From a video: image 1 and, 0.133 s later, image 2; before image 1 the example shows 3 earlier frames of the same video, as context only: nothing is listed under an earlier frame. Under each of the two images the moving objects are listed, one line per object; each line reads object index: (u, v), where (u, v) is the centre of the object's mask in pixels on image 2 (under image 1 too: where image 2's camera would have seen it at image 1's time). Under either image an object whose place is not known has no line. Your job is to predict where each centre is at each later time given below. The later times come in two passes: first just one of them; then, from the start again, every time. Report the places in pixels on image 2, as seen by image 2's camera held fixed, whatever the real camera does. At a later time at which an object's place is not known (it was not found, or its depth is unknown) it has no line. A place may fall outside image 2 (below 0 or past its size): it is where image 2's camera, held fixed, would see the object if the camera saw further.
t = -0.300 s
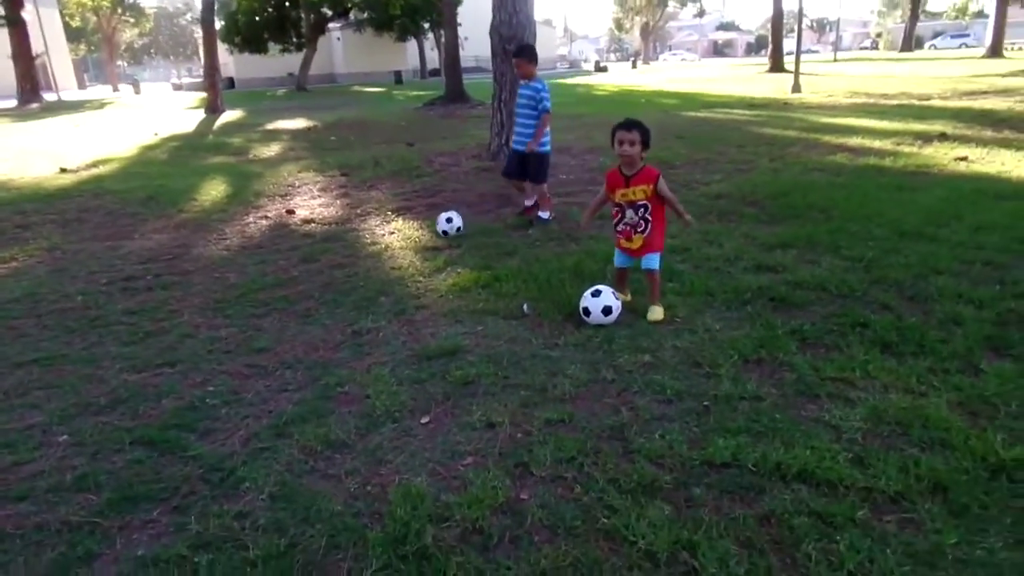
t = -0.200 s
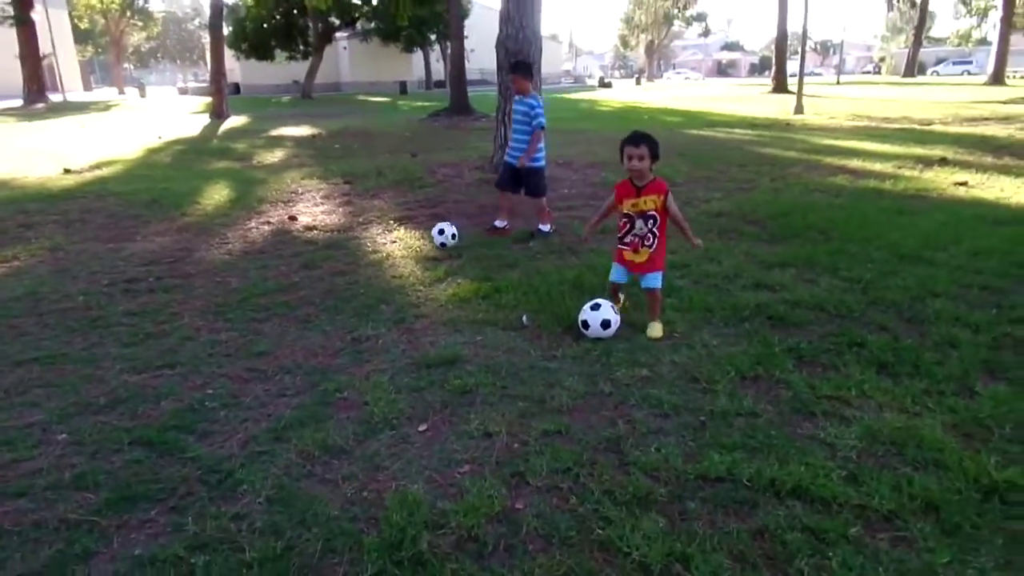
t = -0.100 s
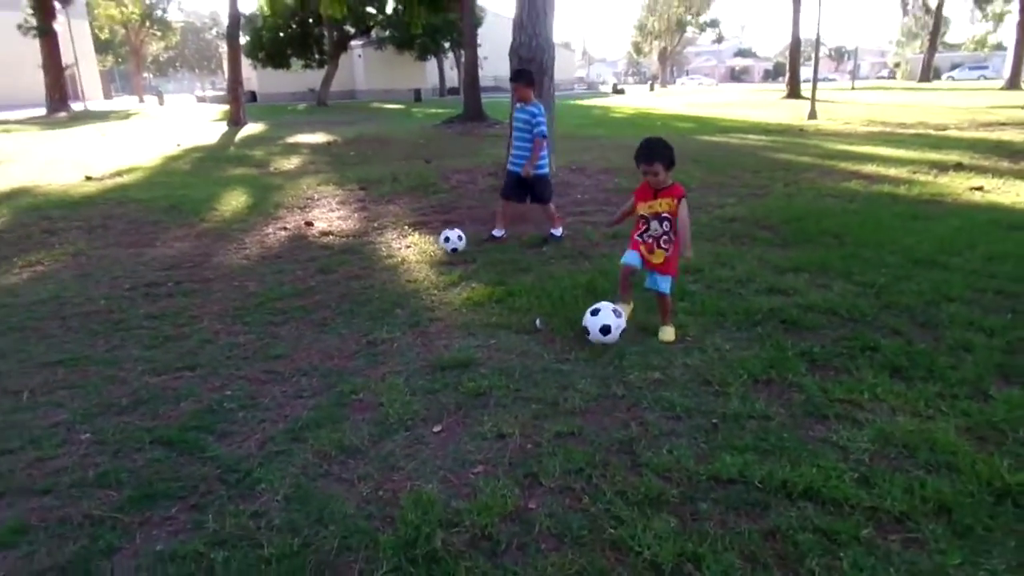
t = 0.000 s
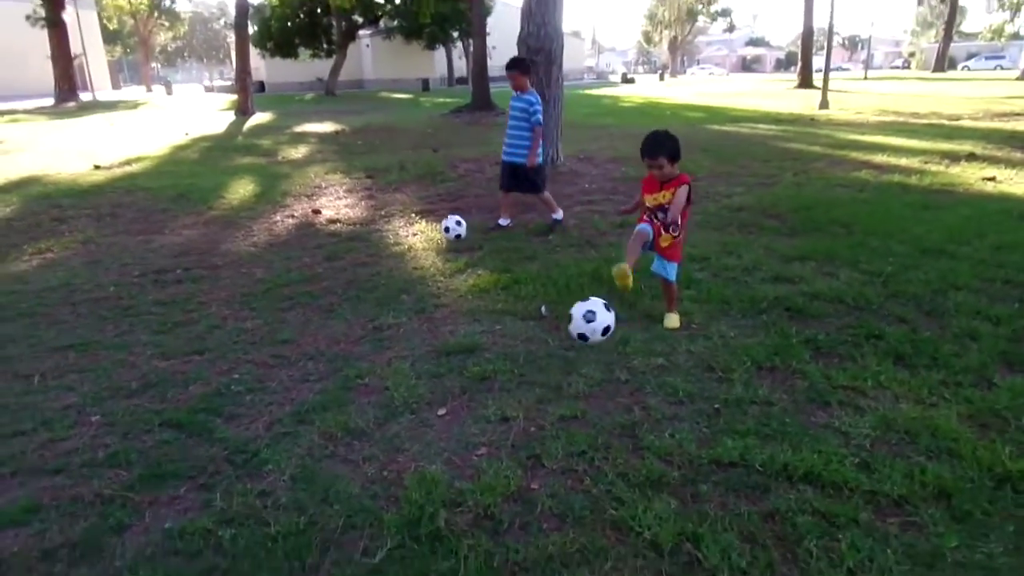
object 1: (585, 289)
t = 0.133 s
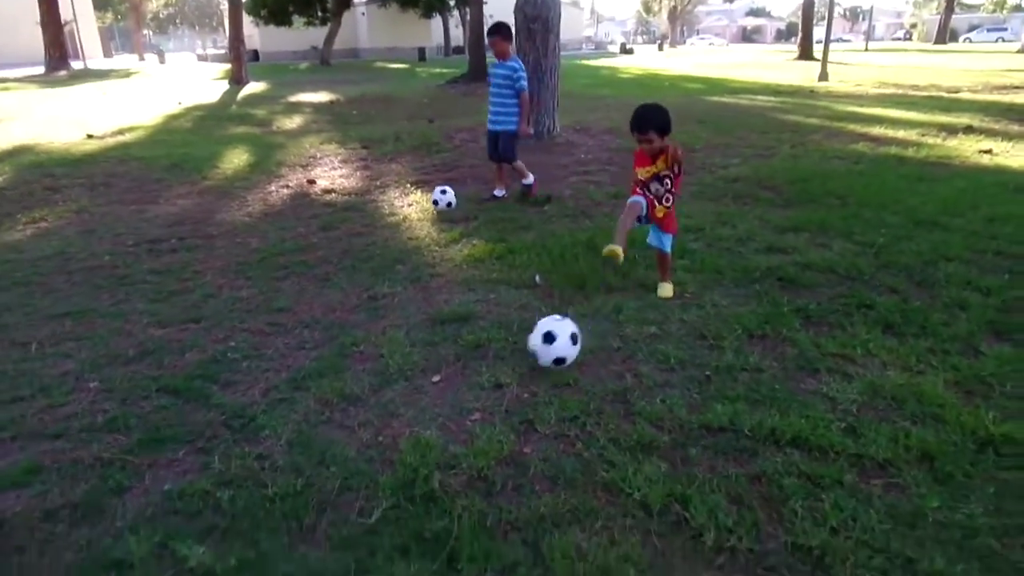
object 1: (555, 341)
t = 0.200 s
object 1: (536, 375)
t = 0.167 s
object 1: (545, 363)
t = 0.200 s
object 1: (536, 375)
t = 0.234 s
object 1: (529, 374)
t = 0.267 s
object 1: (521, 375)
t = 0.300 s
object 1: (513, 380)
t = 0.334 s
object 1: (504, 386)
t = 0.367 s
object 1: (496, 396)
